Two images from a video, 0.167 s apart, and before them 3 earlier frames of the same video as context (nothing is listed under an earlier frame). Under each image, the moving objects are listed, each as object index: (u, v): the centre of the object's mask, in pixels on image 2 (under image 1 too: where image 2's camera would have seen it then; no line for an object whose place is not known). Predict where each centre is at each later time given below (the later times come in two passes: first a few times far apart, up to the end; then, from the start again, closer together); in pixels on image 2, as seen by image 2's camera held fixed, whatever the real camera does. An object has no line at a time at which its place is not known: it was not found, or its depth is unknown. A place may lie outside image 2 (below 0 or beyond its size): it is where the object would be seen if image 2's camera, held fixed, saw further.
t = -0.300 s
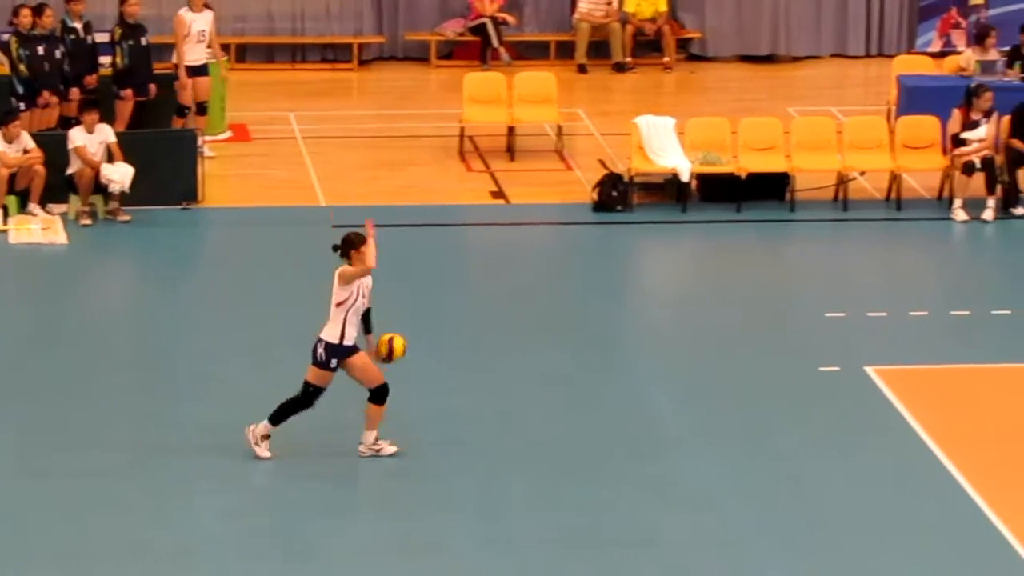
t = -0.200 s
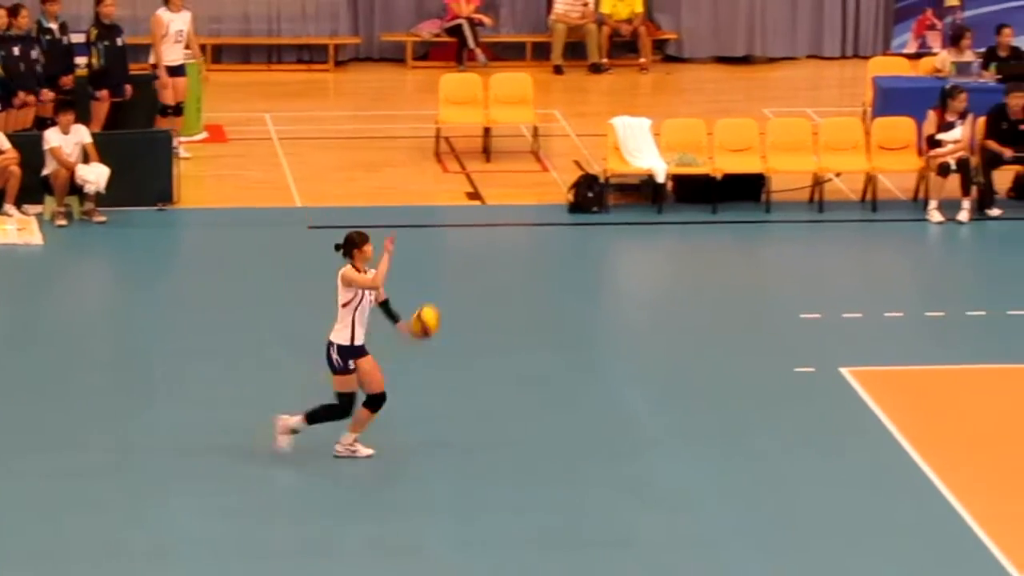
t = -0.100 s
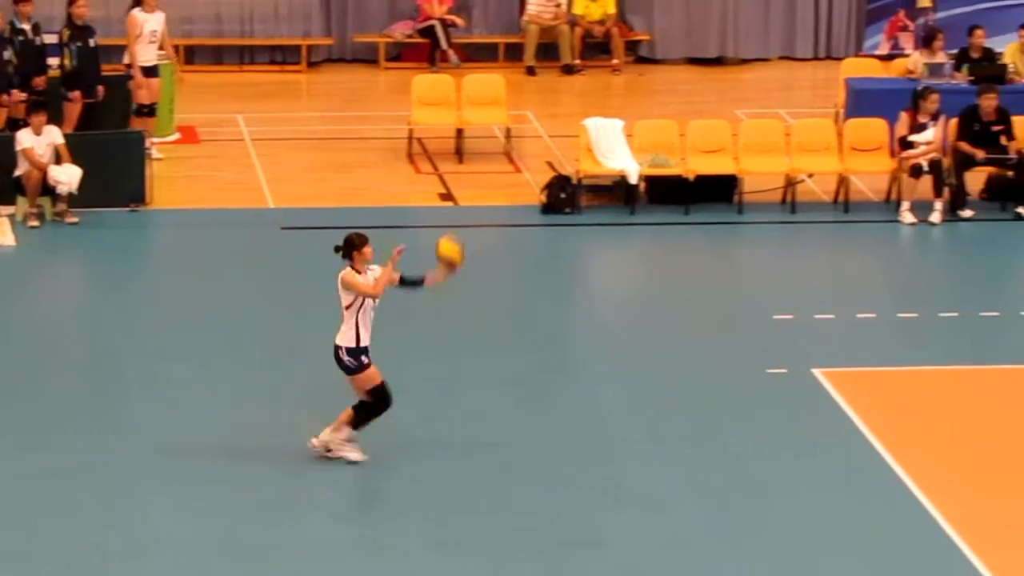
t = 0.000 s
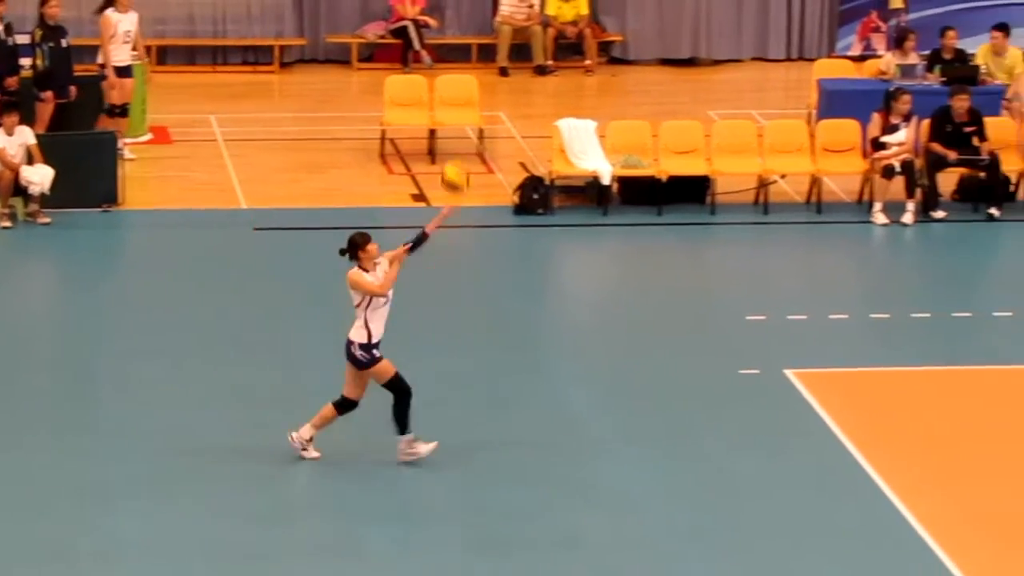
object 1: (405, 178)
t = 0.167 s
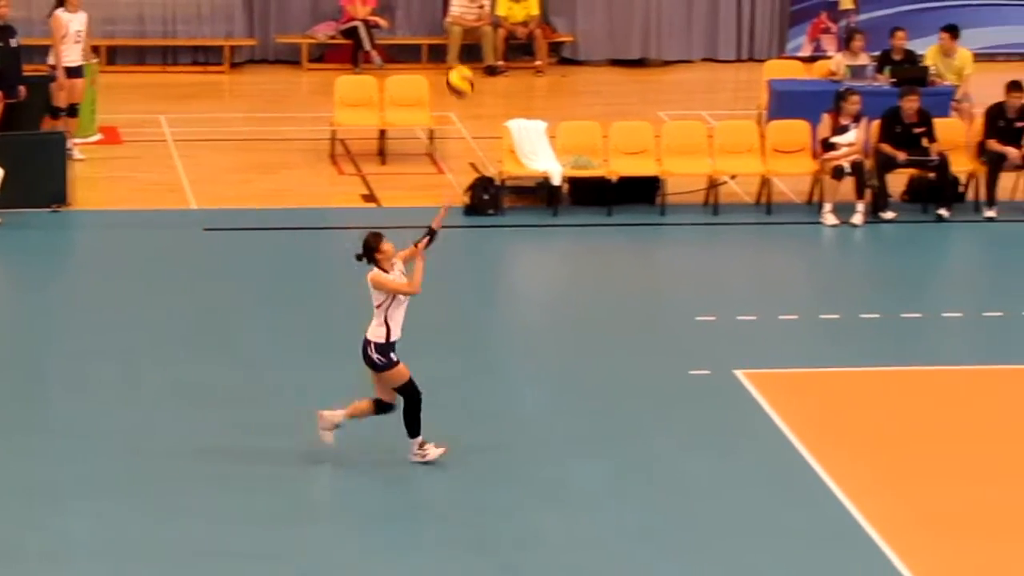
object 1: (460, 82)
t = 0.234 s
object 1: (482, 54)
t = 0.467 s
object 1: (556, 9)
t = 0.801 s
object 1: (655, 64)
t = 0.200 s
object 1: (471, 67)
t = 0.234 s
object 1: (482, 54)
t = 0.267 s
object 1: (493, 43)
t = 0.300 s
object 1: (503, 33)
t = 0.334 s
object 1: (514, 26)
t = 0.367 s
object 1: (525, 19)
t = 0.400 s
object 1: (535, 13)
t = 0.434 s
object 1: (545, 10)
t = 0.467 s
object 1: (556, 9)
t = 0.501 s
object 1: (565, 8)
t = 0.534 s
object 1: (575, 8)
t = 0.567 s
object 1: (585, 9)
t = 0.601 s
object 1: (595, 11)
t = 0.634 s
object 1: (604, 16)
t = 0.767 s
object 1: (646, 52)
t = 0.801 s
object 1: (655, 64)
